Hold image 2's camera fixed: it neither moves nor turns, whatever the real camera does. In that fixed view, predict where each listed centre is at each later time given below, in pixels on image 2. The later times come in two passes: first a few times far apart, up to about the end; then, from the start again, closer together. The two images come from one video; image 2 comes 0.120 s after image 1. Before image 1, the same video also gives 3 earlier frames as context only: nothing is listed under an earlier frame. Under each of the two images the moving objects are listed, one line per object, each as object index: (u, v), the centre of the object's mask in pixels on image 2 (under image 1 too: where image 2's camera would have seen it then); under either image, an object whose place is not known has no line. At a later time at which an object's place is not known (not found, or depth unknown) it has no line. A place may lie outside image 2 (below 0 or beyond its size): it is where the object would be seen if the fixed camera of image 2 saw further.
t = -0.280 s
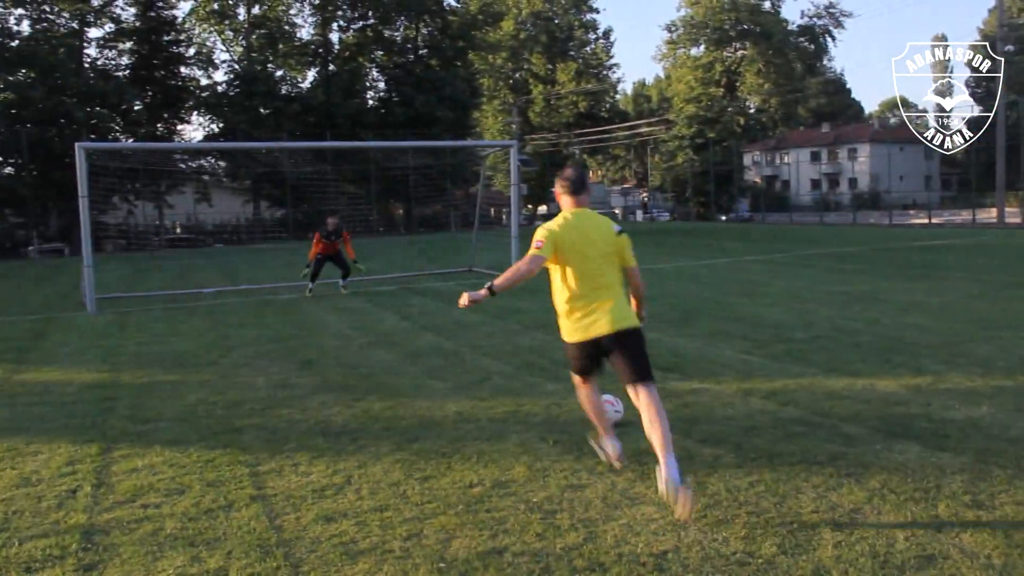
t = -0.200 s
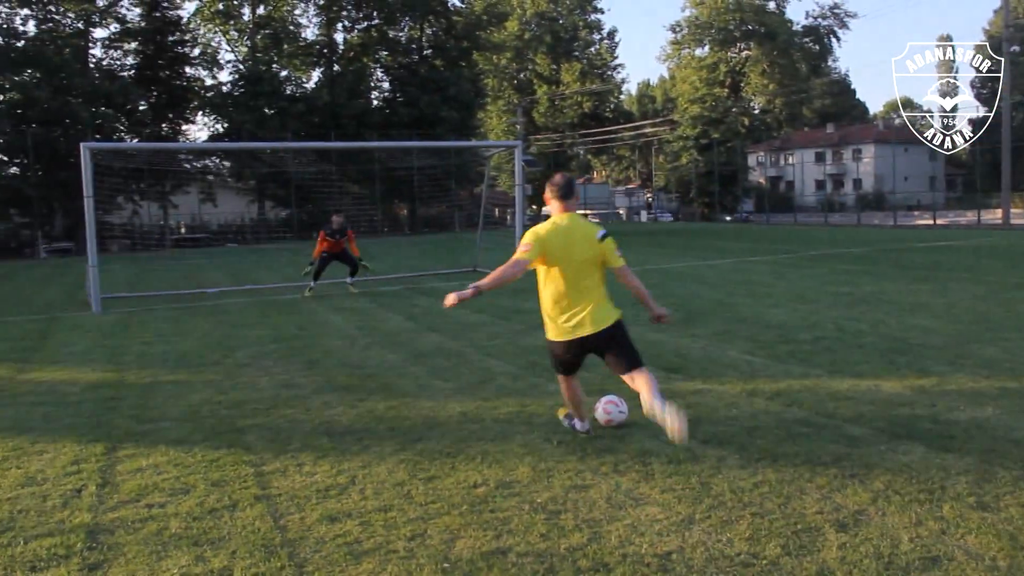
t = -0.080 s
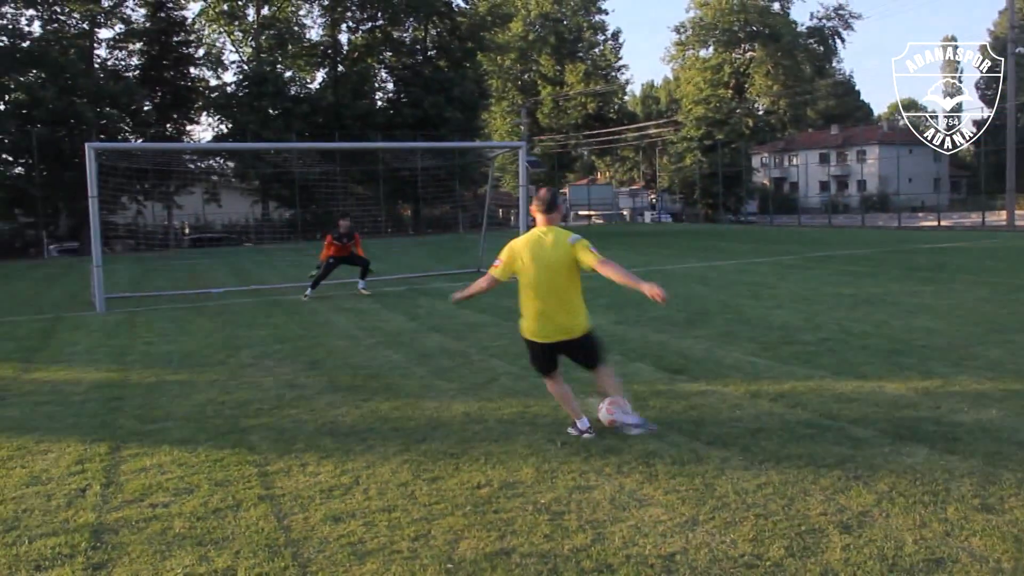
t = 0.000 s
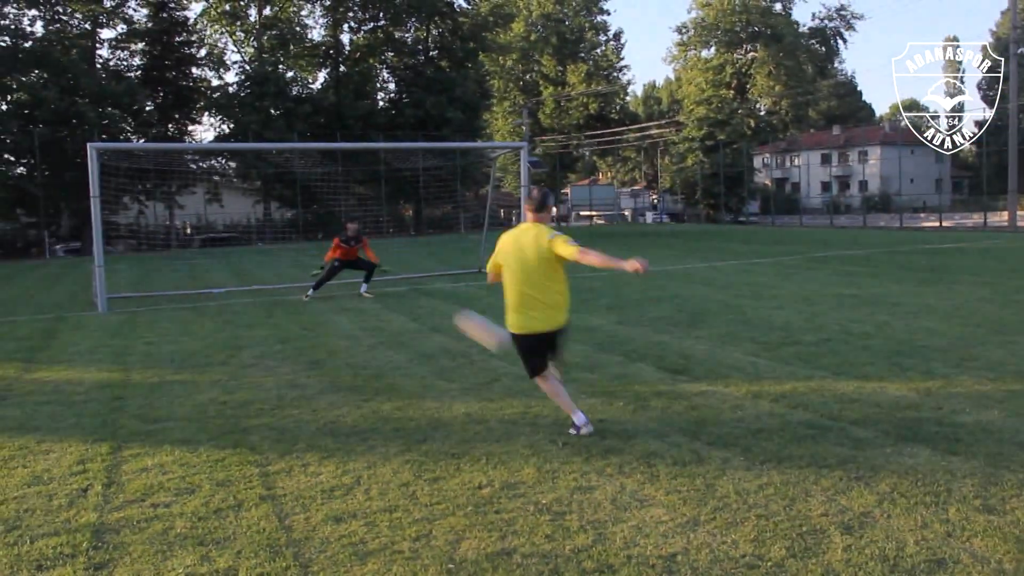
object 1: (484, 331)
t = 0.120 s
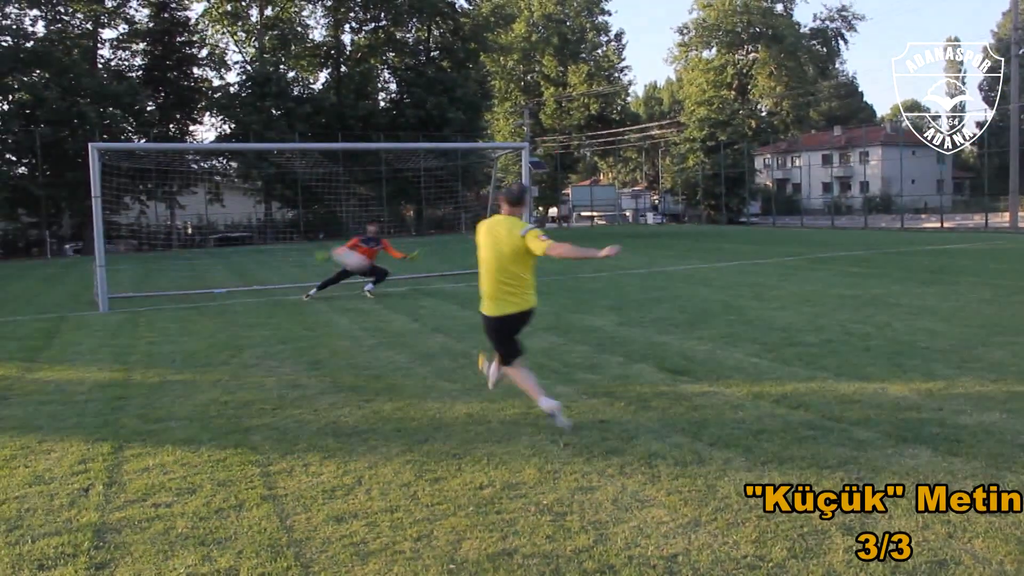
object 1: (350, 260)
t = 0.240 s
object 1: (265, 226)
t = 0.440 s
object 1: (186, 214)
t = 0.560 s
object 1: (184, 261)
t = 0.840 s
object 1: (186, 236)
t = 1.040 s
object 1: (192, 200)
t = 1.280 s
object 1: (202, 191)
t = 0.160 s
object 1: (316, 244)
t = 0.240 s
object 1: (265, 226)
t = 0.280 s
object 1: (243, 221)
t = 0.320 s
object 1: (223, 216)
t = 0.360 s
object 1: (205, 212)
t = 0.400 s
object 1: (191, 210)
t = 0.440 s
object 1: (186, 214)
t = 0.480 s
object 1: (185, 228)
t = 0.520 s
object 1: (184, 243)
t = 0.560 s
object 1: (184, 261)
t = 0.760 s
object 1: (185, 256)
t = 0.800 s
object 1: (186, 245)
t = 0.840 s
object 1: (186, 236)
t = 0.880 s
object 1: (187, 227)
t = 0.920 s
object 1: (188, 220)
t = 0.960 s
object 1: (189, 214)
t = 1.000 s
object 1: (190, 205)
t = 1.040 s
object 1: (192, 200)
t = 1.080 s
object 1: (194, 197)
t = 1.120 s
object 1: (196, 194)
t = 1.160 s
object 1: (198, 192)
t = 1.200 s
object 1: (199, 191)
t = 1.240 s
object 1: (201, 191)
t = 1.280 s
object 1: (202, 191)
